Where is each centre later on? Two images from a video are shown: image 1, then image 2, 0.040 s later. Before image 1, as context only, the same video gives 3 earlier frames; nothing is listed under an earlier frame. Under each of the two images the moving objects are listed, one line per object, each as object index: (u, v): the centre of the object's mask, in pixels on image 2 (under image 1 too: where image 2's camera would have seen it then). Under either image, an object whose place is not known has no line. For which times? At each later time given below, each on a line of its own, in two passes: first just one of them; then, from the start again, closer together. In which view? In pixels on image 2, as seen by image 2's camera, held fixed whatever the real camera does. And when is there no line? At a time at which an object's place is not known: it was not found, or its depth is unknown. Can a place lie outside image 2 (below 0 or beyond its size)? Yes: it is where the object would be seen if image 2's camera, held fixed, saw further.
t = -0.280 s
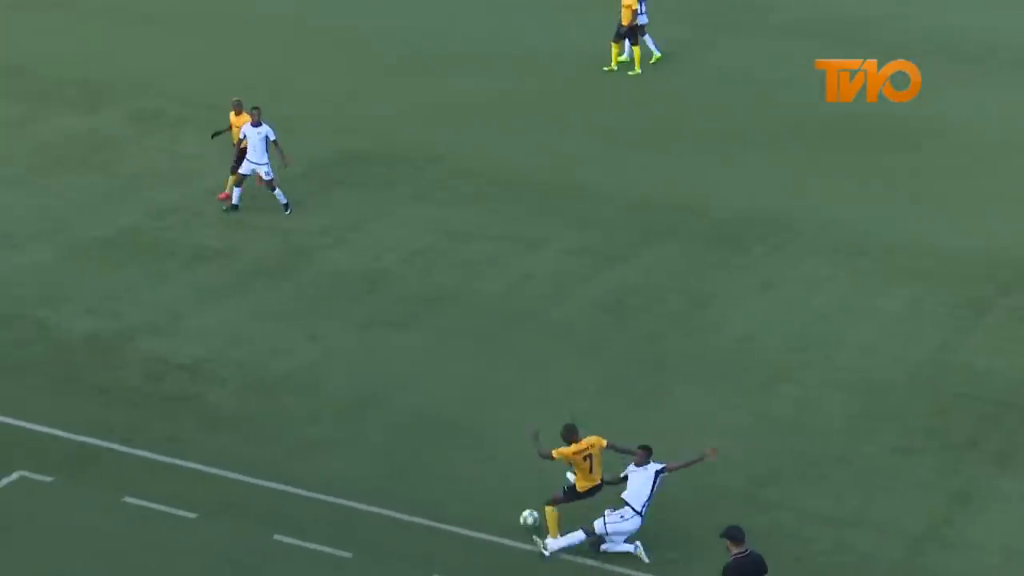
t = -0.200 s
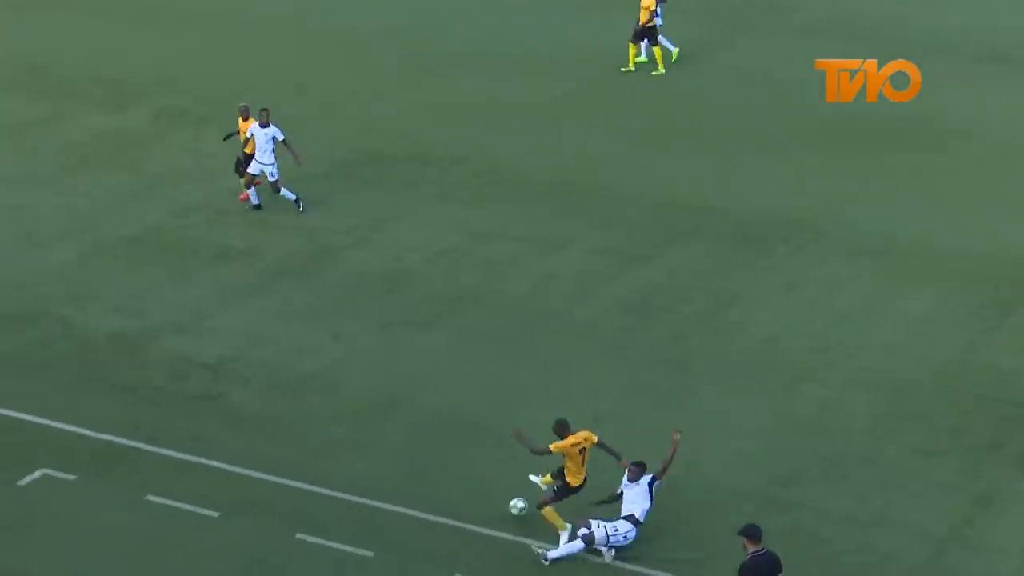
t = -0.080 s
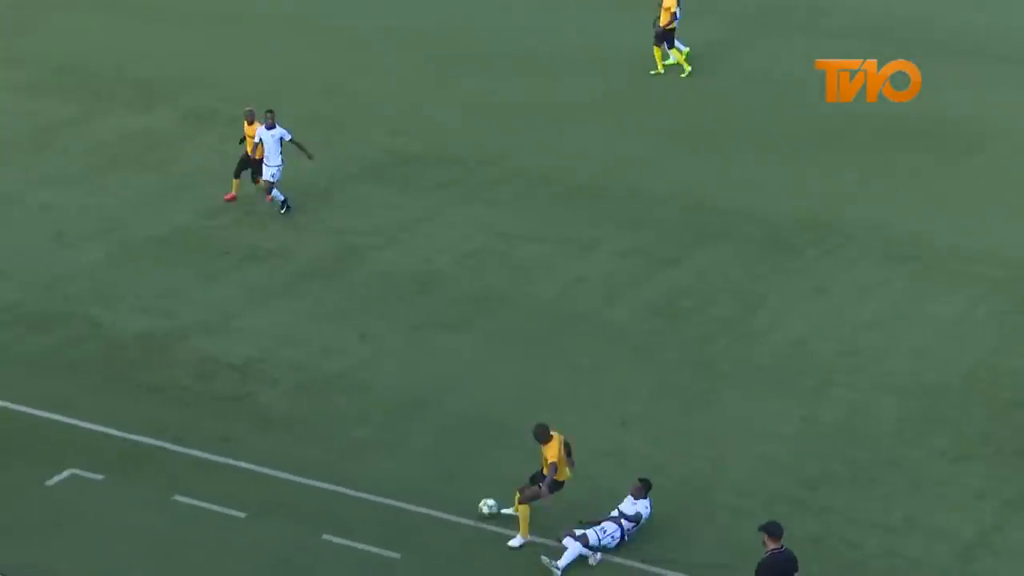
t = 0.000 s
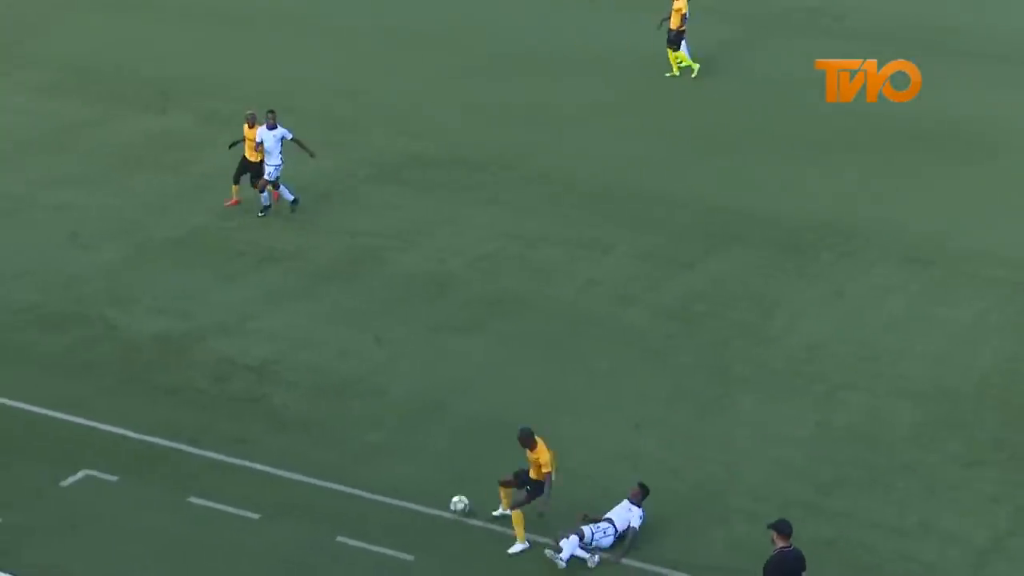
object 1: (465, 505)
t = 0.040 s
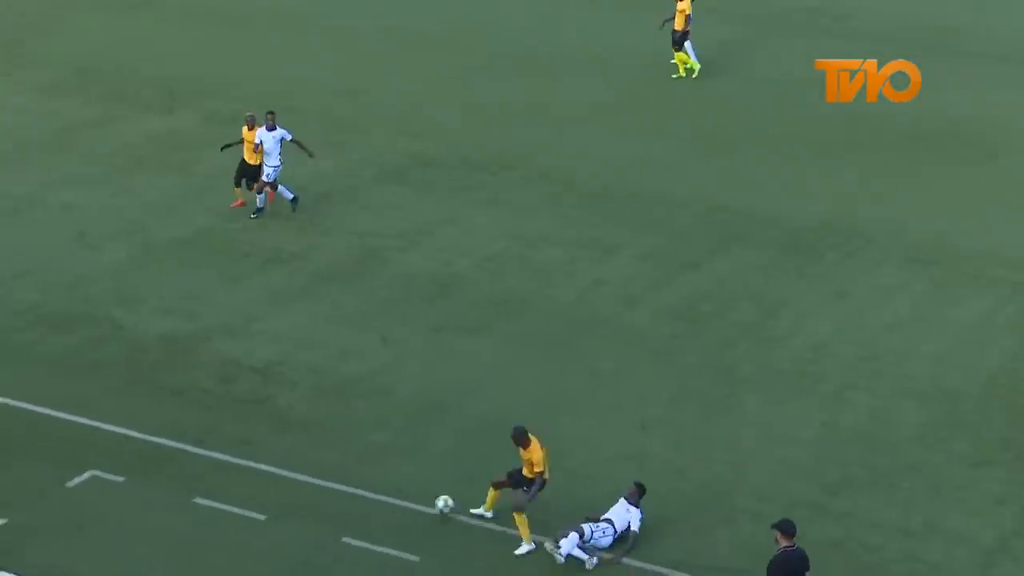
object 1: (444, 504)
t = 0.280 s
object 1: (330, 504)
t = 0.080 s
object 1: (421, 504)
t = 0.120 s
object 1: (401, 507)
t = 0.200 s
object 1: (365, 505)
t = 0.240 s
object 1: (347, 504)
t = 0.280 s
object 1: (330, 504)
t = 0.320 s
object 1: (311, 506)
